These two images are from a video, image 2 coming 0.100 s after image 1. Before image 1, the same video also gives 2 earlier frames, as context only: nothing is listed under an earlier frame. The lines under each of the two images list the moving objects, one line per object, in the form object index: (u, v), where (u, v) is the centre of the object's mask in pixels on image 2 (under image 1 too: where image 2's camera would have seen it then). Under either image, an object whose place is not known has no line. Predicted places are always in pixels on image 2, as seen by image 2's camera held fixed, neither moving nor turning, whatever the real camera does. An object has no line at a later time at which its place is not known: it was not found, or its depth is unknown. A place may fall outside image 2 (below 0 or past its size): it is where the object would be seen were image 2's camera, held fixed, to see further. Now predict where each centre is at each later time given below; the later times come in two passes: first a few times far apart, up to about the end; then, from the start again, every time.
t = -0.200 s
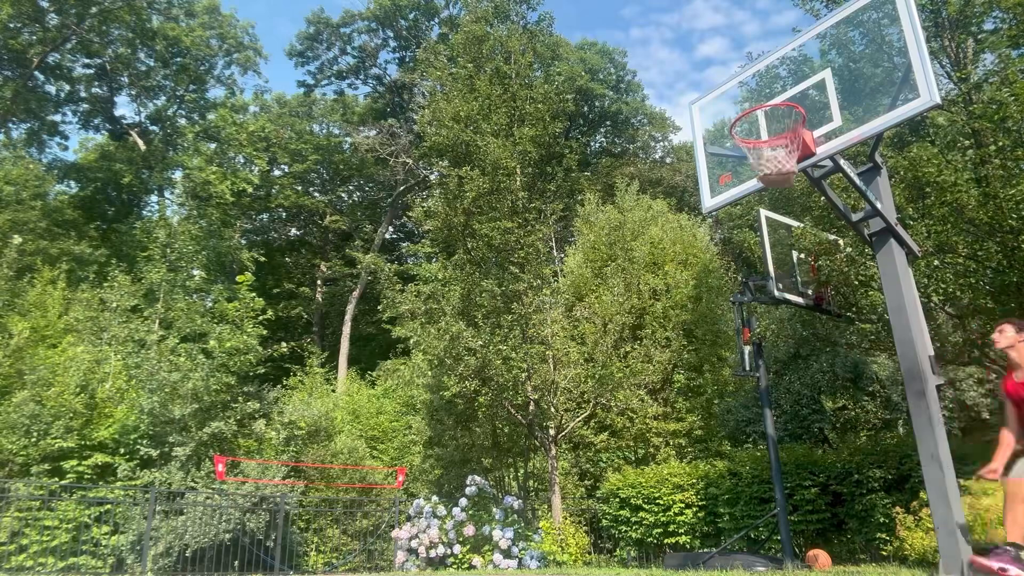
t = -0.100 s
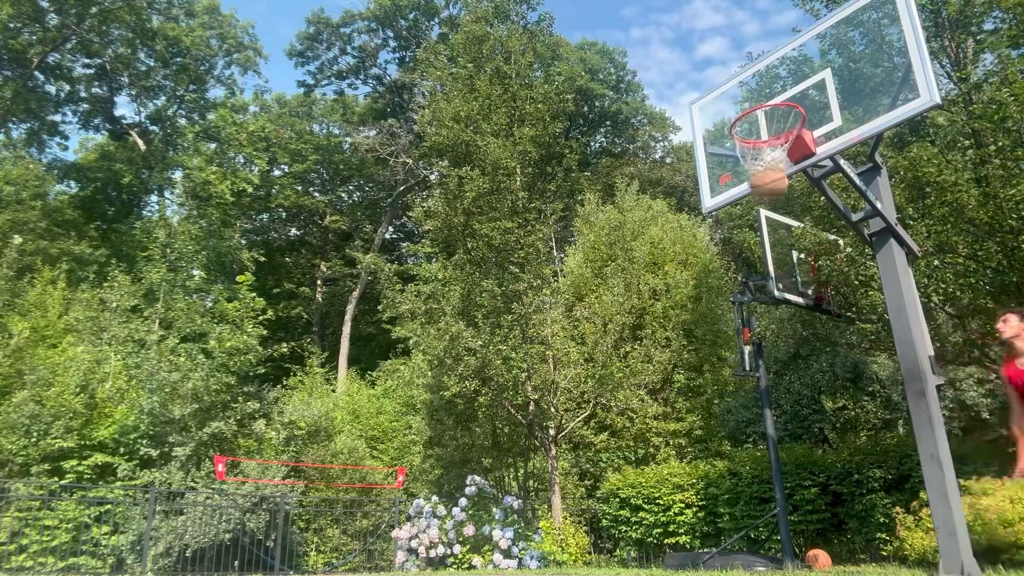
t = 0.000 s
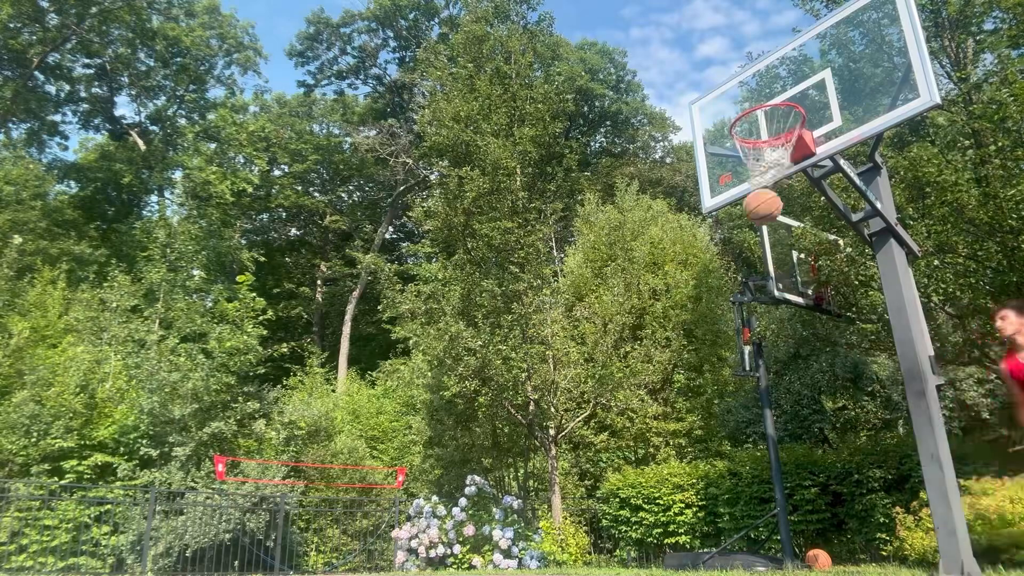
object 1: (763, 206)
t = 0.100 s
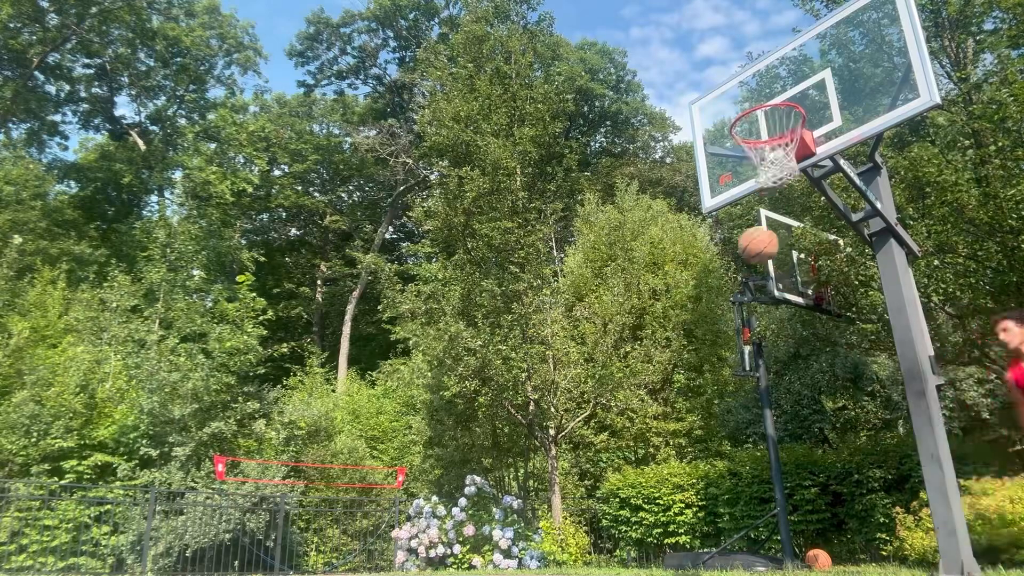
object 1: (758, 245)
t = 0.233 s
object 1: (756, 321)
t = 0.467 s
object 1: (763, 541)
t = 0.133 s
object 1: (757, 260)
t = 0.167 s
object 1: (756, 278)
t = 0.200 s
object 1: (756, 297)
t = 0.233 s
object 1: (756, 321)
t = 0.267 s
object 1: (756, 344)
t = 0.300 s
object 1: (756, 370)
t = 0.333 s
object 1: (757, 398)
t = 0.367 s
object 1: (758, 430)
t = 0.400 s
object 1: (759, 464)
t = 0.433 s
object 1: (761, 501)
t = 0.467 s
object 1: (763, 541)
